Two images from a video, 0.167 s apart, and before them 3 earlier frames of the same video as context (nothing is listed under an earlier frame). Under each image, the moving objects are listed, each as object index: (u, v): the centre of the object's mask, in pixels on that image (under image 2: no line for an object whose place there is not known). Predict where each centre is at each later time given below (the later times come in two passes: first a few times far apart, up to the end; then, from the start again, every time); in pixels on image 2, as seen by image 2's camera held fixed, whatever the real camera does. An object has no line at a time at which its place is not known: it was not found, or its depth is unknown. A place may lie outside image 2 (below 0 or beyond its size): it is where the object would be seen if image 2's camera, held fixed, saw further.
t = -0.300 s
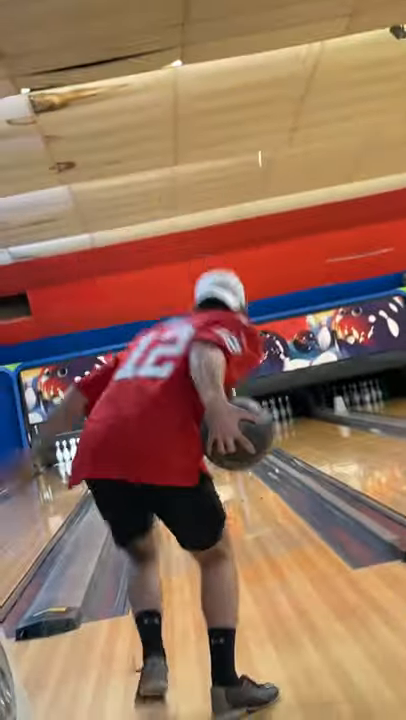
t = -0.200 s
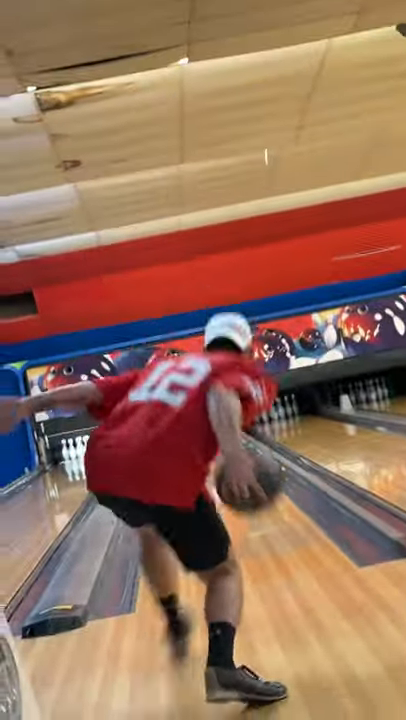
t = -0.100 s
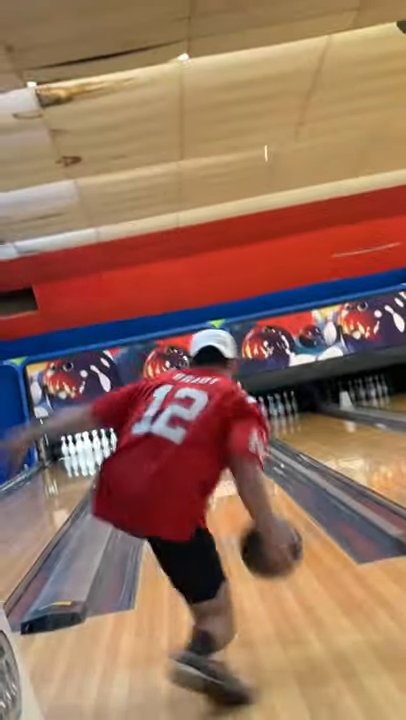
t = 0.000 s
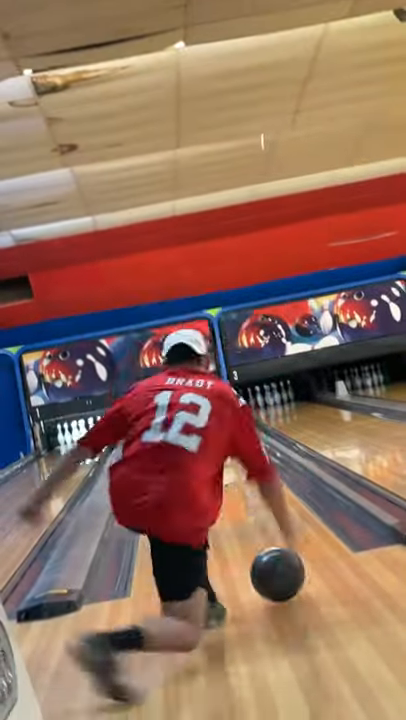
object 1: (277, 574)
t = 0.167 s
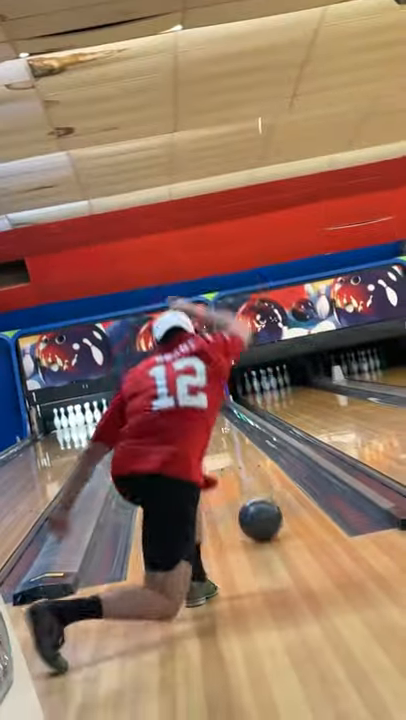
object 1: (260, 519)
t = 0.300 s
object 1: (252, 496)
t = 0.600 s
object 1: (243, 460)
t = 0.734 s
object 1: (235, 451)
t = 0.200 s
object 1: (258, 513)
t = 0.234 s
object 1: (256, 507)
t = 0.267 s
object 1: (254, 502)
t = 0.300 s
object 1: (252, 496)
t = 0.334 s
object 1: (251, 492)
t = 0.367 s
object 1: (249, 487)
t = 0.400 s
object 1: (247, 483)
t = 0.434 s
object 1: (246, 478)
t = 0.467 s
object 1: (245, 475)
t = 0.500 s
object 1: (244, 471)
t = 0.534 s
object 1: (244, 466)
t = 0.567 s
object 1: (244, 462)
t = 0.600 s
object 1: (243, 460)
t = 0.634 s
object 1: (242, 457)
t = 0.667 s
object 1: (239, 455)
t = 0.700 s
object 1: (237, 453)
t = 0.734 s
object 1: (235, 451)
